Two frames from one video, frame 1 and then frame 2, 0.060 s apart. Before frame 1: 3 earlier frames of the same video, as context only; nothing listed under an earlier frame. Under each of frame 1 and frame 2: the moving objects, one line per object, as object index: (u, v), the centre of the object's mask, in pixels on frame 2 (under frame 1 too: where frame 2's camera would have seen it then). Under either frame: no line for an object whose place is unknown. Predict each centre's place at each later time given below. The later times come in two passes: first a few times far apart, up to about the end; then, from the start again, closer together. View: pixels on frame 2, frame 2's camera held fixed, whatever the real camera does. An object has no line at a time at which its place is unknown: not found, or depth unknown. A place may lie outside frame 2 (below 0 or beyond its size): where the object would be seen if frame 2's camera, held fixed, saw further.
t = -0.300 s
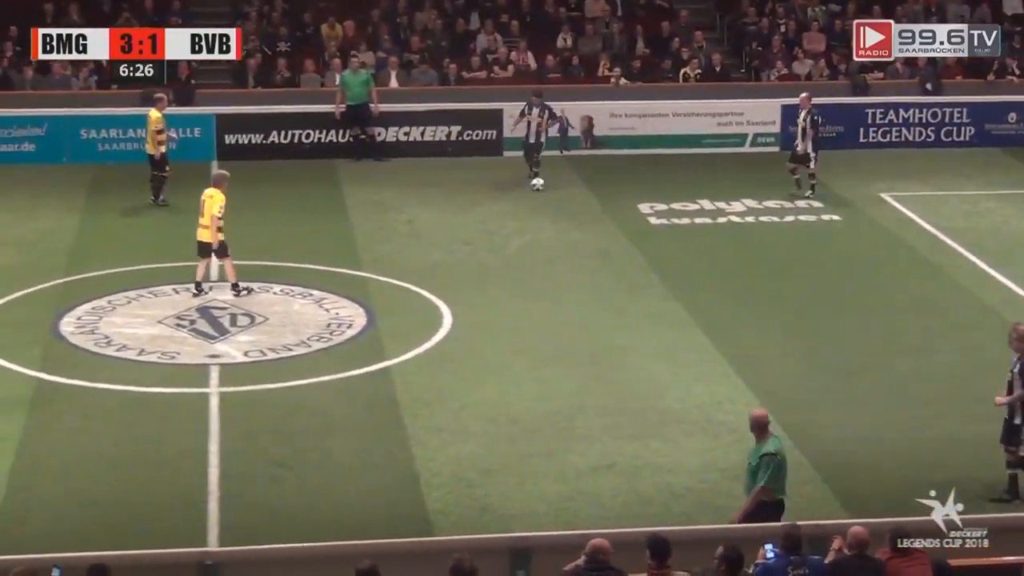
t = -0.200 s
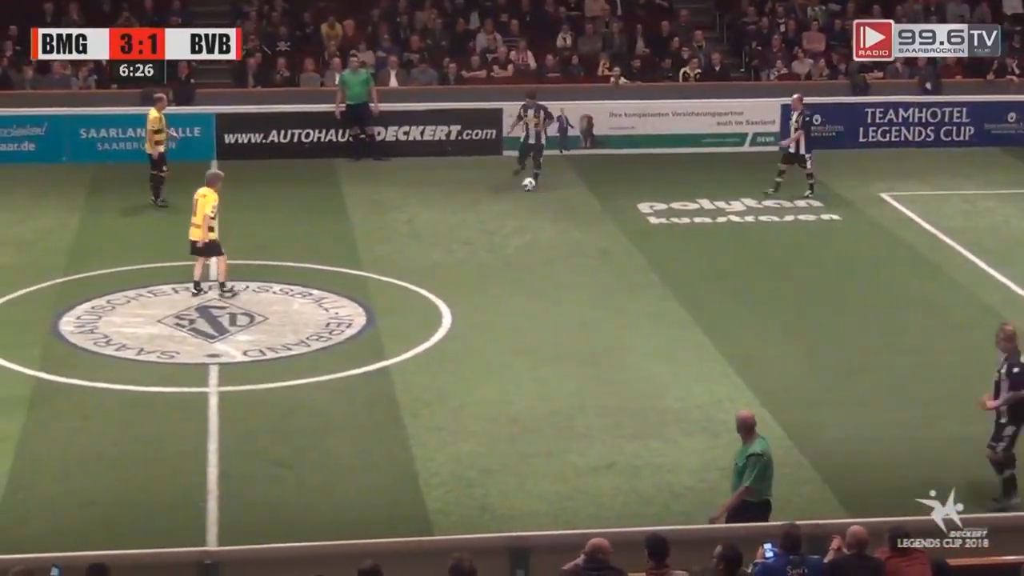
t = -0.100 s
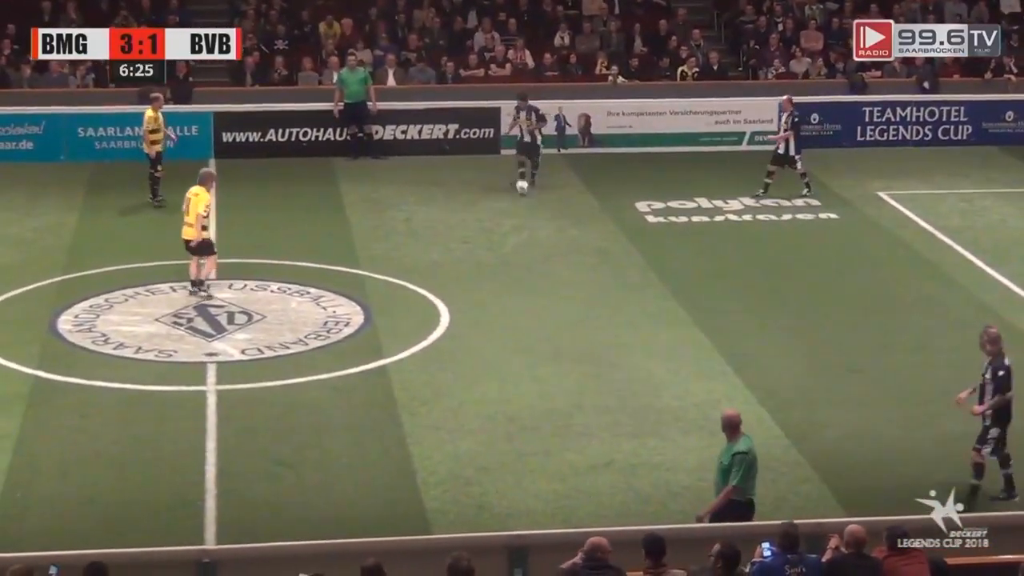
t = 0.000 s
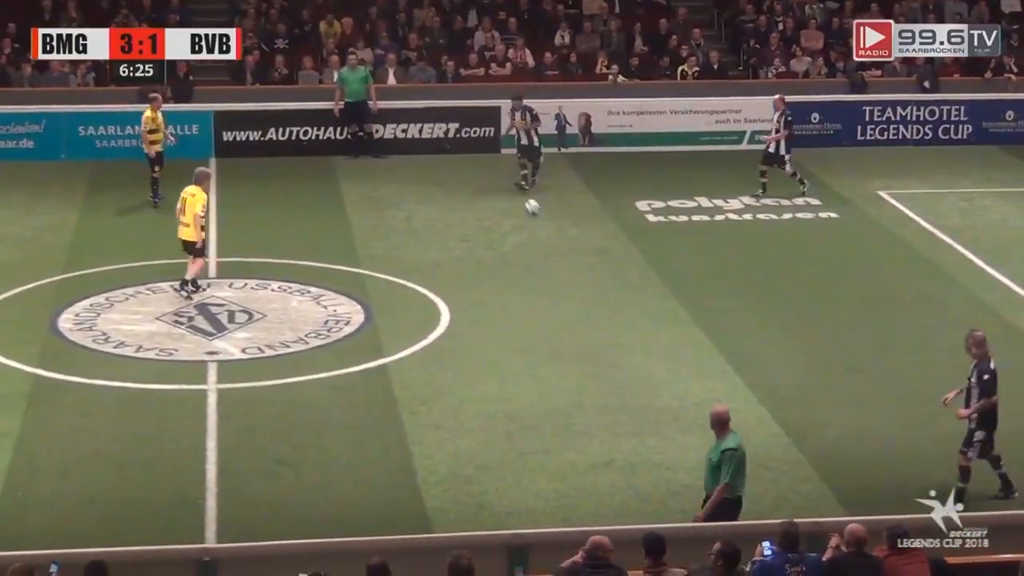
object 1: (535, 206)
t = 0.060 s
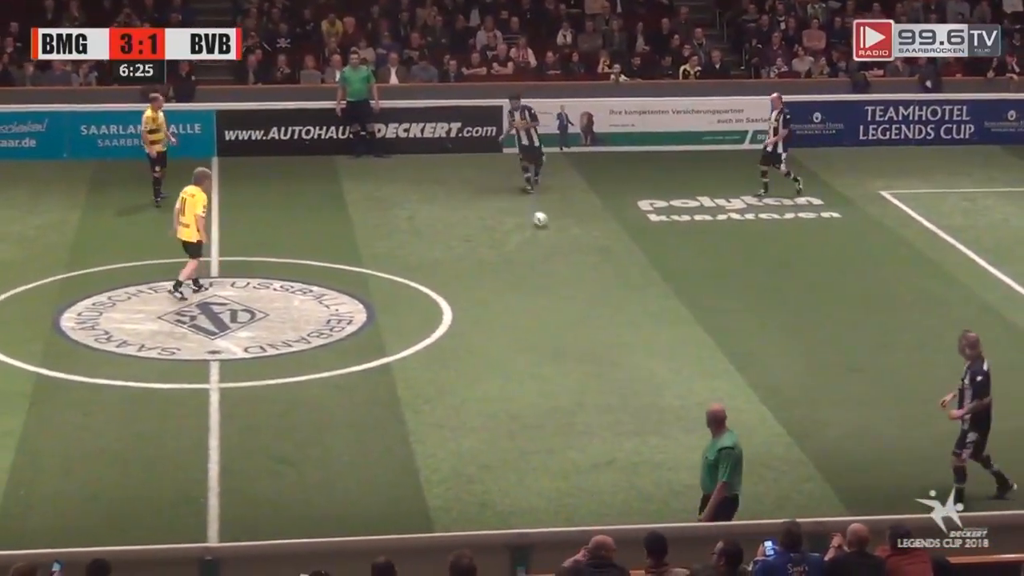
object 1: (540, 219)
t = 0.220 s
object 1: (557, 251)
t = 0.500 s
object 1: (587, 307)
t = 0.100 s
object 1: (545, 225)
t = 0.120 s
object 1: (546, 230)
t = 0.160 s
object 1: (550, 239)
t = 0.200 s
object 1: (555, 247)
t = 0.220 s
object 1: (557, 251)
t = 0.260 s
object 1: (562, 258)
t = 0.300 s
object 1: (566, 266)
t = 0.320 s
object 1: (568, 271)
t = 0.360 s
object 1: (572, 281)
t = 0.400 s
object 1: (576, 287)
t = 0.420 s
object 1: (579, 290)
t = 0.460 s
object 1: (583, 298)
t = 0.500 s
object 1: (587, 307)
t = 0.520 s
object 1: (590, 312)
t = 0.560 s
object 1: (594, 319)
